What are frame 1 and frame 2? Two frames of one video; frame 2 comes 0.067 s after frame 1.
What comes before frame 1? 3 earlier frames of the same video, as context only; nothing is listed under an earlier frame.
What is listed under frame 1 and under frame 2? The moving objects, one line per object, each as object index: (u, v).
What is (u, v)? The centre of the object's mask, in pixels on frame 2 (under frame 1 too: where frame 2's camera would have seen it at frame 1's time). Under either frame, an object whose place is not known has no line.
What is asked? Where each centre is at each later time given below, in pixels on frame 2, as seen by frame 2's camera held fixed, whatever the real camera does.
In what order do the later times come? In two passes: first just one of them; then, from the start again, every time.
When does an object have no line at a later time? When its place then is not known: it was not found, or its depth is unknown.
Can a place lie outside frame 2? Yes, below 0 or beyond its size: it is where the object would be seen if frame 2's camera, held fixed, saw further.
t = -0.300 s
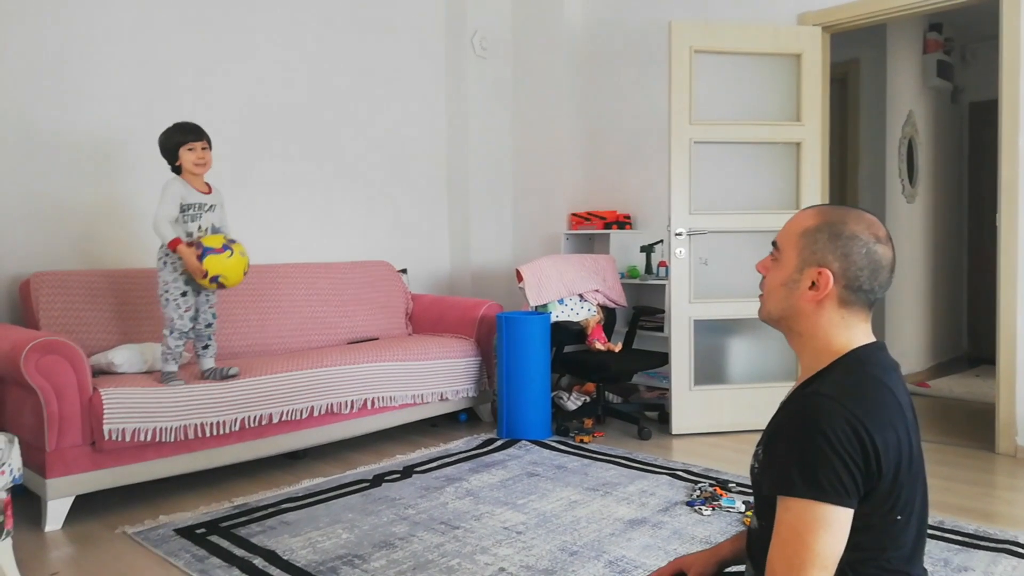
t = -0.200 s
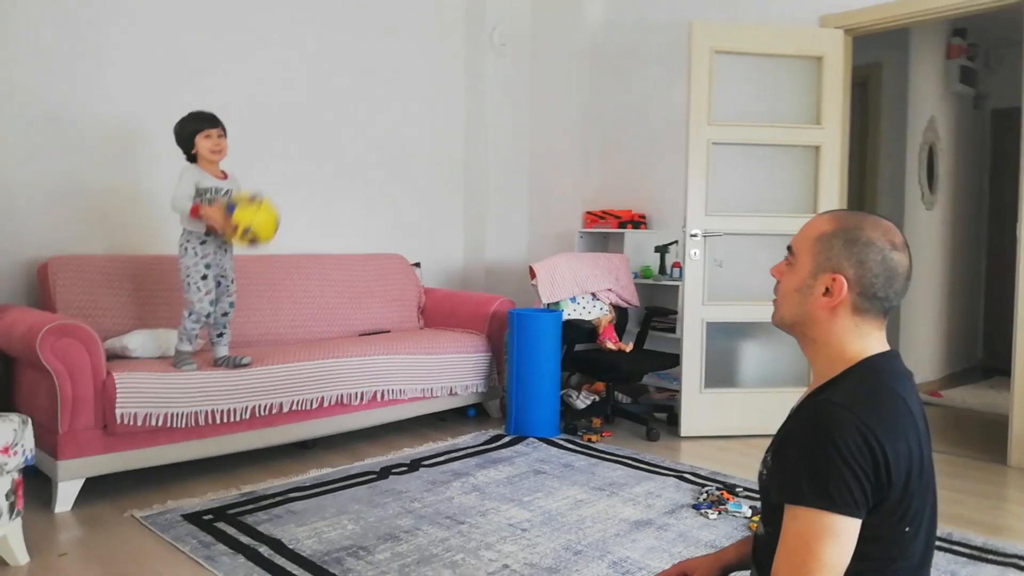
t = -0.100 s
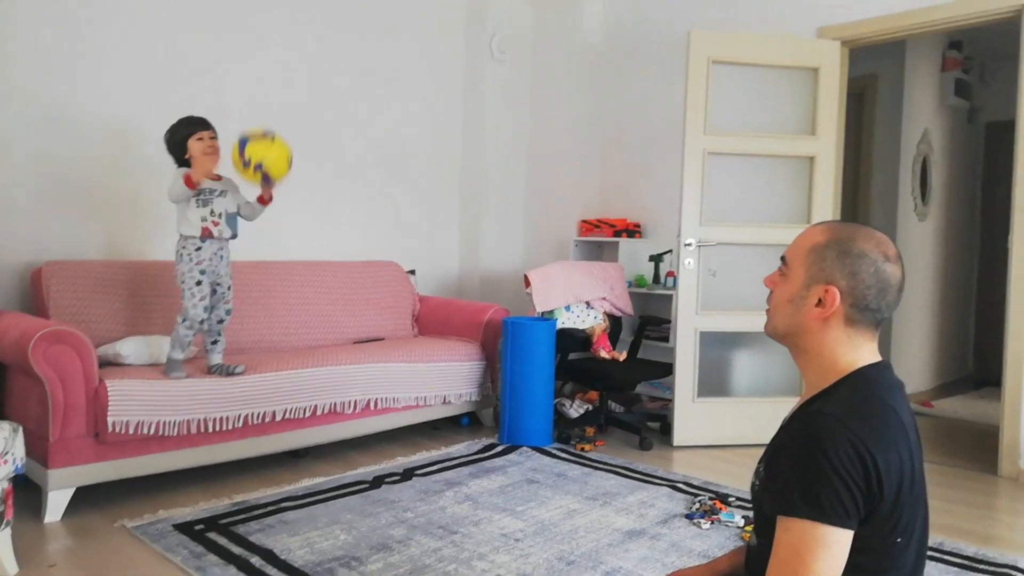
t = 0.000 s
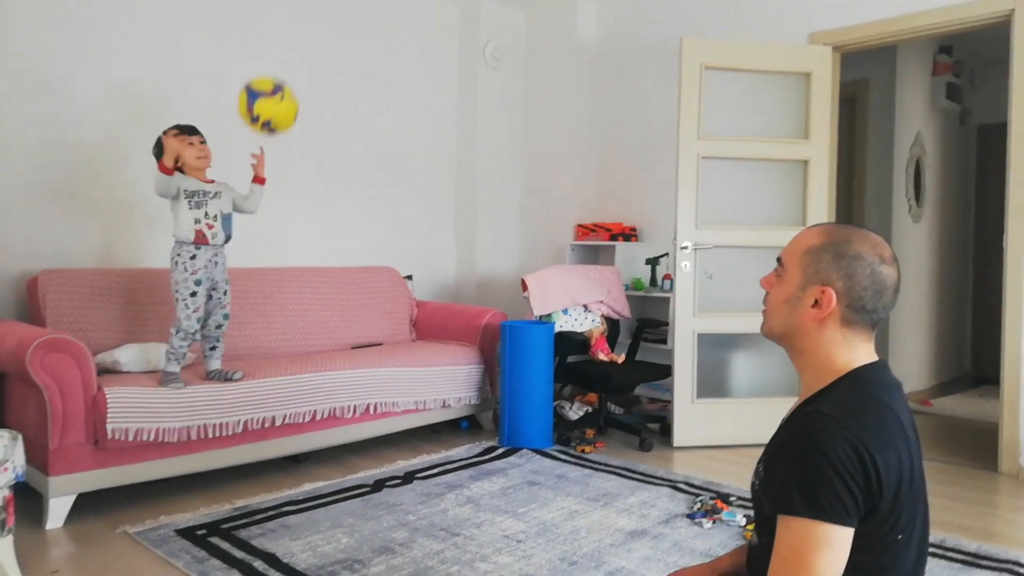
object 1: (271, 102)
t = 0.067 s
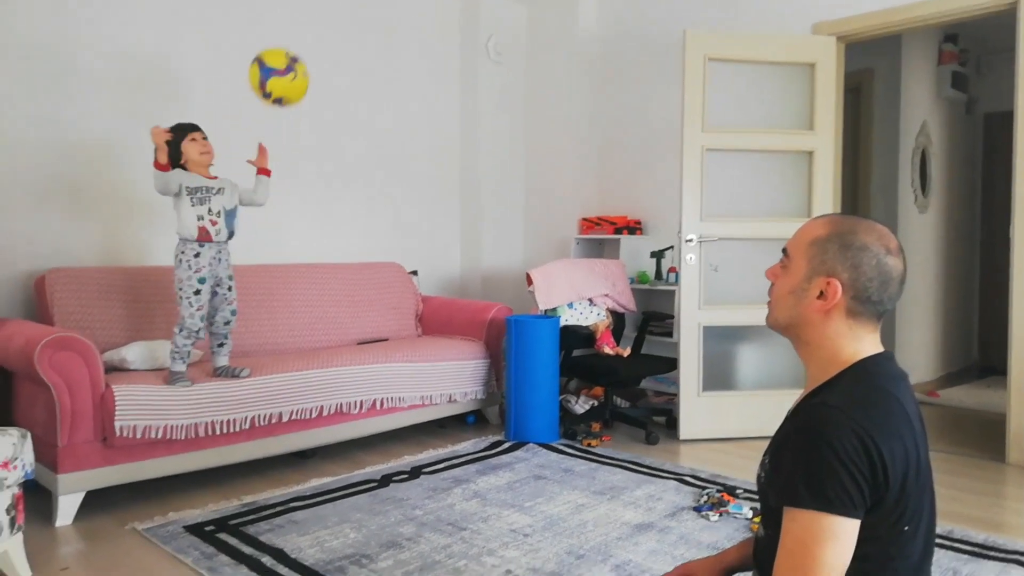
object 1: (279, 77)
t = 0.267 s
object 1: (303, 71)
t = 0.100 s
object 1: (283, 69)
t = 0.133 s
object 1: (286, 63)
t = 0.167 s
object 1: (290, 60)
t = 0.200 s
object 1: (294, 61)
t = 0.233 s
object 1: (298, 64)
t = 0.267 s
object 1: (303, 71)
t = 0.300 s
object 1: (305, 79)
